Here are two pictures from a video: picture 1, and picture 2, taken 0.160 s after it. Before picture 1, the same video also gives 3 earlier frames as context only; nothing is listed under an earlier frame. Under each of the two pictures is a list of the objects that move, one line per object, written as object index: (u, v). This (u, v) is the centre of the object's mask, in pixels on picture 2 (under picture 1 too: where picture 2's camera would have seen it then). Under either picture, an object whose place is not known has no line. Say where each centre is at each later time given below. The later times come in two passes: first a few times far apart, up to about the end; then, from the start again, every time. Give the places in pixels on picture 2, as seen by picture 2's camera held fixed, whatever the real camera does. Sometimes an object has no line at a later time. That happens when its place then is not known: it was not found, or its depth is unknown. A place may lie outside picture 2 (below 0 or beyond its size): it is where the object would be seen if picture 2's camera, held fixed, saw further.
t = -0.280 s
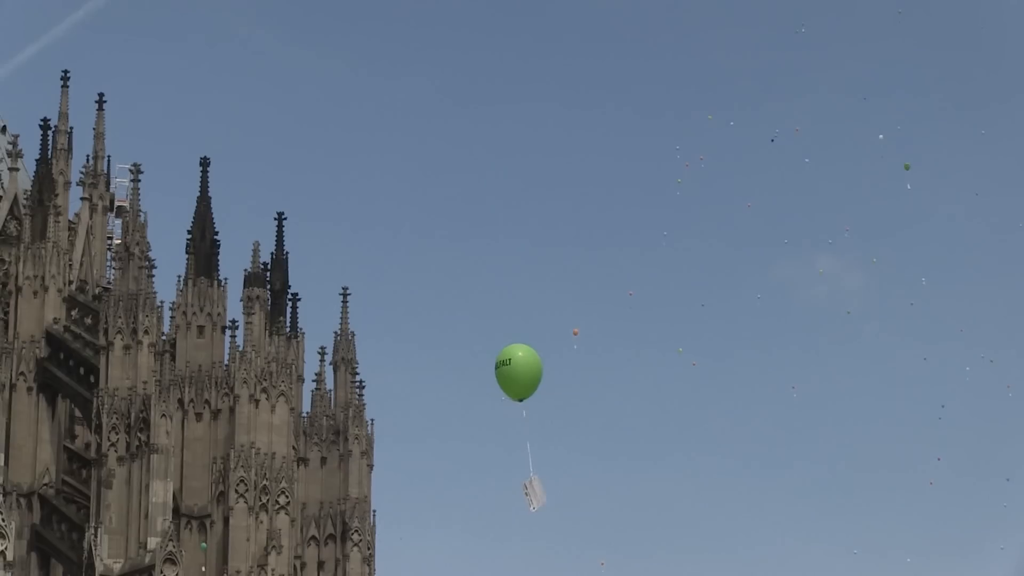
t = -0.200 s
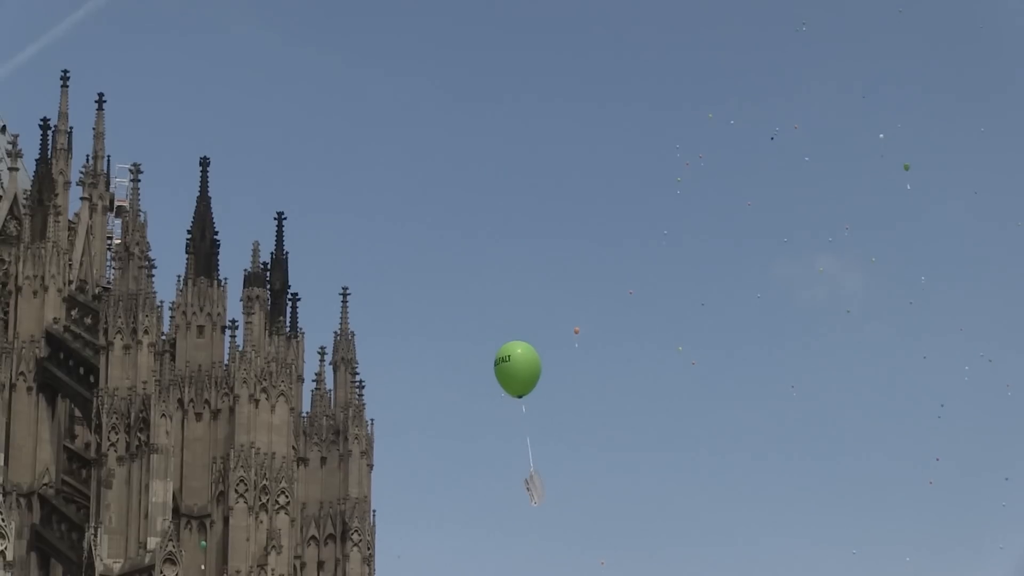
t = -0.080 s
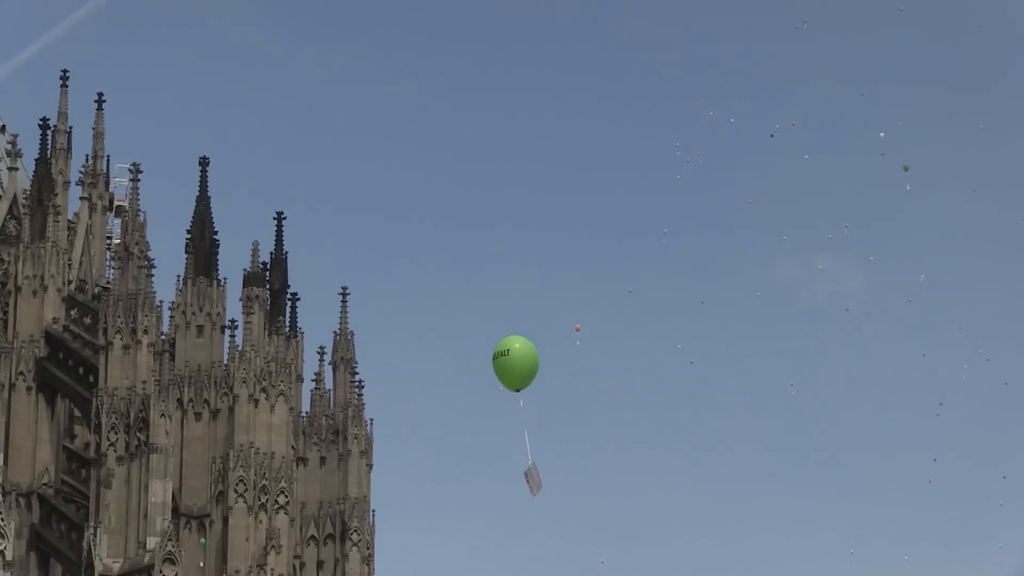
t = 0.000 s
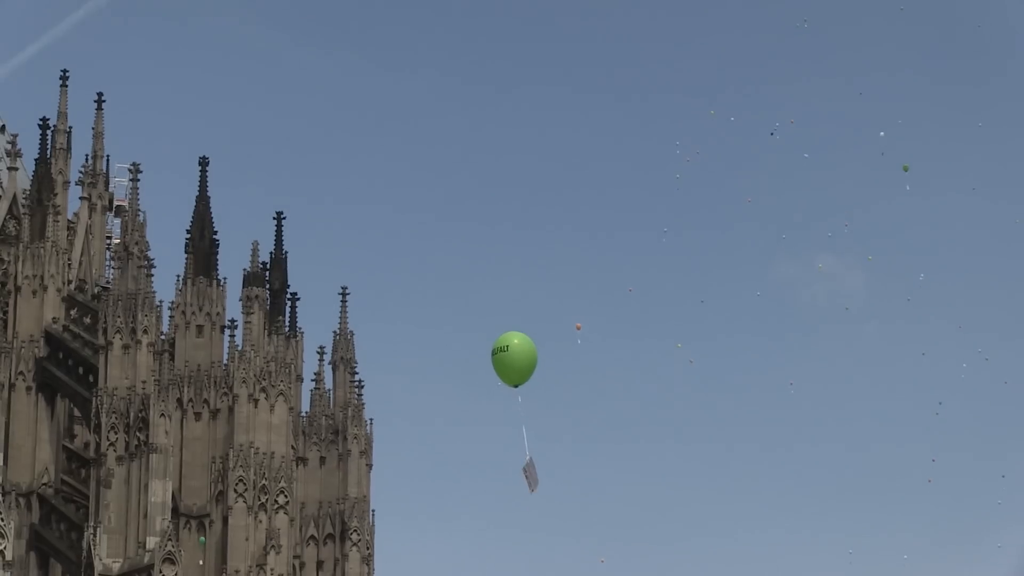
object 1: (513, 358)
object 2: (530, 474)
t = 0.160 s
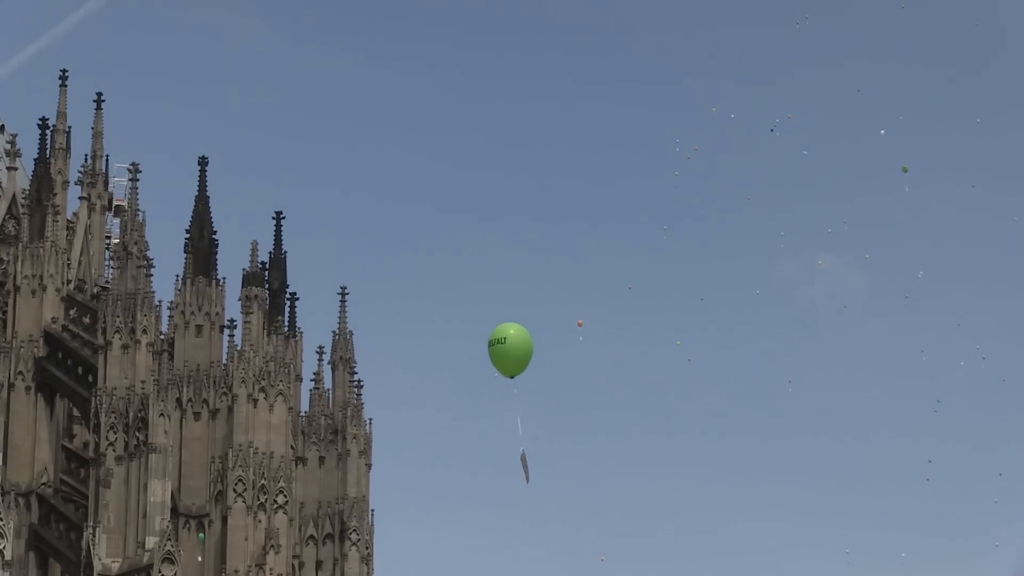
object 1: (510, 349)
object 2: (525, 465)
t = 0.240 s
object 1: (508, 344)
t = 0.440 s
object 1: (503, 333)
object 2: (517, 447)
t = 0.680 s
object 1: (497, 320)
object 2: (505, 431)
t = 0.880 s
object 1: (491, 310)
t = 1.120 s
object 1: (481, 297)
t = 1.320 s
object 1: (473, 286)
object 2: (469, 391)
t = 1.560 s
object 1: (461, 273)
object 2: (460, 379)
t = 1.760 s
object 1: (450, 264)
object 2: (456, 368)
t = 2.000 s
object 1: (438, 253)
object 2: (449, 355)
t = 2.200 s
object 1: (428, 245)
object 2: (435, 341)
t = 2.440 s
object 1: (416, 234)
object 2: (416, 330)
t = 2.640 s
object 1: (403, 224)
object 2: (400, 320)
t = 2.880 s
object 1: (386, 213)
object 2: (383, 310)
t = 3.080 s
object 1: (369, 204)
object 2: (369, 301)
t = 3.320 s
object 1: (350, 195)
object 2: (351, 291)
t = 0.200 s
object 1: (509, 347)
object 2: (523, 462)
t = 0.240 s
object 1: (508, 344)
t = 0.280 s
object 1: (507, 342)
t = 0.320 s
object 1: (506, 340)
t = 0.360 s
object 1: (505, 337)
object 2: (520, 452)
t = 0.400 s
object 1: (504, 335)
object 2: (518, 450)
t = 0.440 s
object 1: (503, 333)
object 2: (517, 447)
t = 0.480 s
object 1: (502, 331)
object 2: (515, 445)
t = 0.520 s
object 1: (501, 329)
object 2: (514, 443)
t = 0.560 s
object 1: (500, 326)
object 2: (512, 440)
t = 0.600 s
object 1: (499, 324)
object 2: (510, 437)
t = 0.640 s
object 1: (498, 322)
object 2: (507, 434)
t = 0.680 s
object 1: (497, 320)
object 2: (505, 431)
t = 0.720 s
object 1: (496, 318)
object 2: (503, 428)
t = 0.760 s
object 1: (494, 316)
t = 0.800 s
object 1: (493, 314)
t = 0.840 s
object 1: (492, 312)
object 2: (495, 419)
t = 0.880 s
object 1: (491, 310)
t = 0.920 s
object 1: (489, 308)
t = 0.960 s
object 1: (488, 306)
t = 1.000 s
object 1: (486, 304)
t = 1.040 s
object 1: (485, 302)
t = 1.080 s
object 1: (483, 300)
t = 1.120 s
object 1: (481, 297)
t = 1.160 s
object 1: (480, 295)
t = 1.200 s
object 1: (478, 293)
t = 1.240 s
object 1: (476, 291)
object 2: (472, 396)
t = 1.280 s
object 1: (475, 288)
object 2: (470, 393)
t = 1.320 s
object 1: (473, 286)
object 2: (469, 391)
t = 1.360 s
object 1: (471, 284)
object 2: (467, 390)
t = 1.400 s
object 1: (469, 281)
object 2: (465, 388)
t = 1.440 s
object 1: (467, 279)
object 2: (463, 387)
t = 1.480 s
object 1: (465, 277)
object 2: (462, 384)
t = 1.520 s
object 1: (464, 275)
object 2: (461, 381)
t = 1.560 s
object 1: (461, 273)
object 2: (460, 379)
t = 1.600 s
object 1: (459, 271)
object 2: (459, 377)
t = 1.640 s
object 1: (457, 269)
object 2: (458, 375)
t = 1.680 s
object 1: (455, 267)
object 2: (458, 373)
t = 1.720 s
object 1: (453, 265)
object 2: (457, 370)
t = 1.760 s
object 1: (450, 264)
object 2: (456, 368)
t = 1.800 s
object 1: (448, 262)
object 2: (456, 366)
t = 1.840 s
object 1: (446, 260)
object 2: (455, 364)
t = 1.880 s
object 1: (444, 258)
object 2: (454, 361)
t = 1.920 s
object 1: (442, 256)
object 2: (453, 359)
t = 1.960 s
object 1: (440, 255)
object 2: (451, 357)
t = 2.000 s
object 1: (438, 253)
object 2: (449, 355)
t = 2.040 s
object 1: (436, 251)
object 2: (447, 353)
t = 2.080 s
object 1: (434, 250)
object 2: (444, 350)
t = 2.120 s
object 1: (432, 248)
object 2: (441, 348)
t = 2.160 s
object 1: (430, 246)
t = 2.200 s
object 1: (428, 245)
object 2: (435, 341)
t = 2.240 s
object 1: (426, 243)
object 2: (432, 340)
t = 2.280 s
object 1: (424, 241)
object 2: (429, 339)
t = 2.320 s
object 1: (422, 239)
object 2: (426, 336)
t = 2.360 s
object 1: (420, 237)
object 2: (422, 334)
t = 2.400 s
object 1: (418, 235)
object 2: (419, 332)
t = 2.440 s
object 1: (416, 234)
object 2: (416, 330)
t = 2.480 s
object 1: (413, 232)
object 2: (413, 328)
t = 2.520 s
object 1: (411, 230)
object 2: (409, 326)
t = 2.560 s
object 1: (409, 228)
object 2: (406, 324)
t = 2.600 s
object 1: (406, 226)
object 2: (403, 322)
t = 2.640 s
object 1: (403, 224)
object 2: (400, 320)
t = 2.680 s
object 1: (401, 222)
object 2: (397, 319)
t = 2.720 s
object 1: (398, 220)
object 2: (394, 317)
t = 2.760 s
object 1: (395, 219)
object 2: (391, 315)
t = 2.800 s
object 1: (392, 217)
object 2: (389, 314)
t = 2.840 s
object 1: (389, 215)
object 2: (386, 311)
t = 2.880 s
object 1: (386, 213)
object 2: (383, 310)
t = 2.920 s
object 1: (383, 211)
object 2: (380, 308)
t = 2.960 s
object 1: (379, 209)
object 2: (377, 306)
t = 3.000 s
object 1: (376, 208)
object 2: (375, 305)
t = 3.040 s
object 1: (373, 206)
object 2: (372, 303)
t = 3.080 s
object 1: (369, 204)
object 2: (369, 301)
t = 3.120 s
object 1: (366, 203)
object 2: (366, 300)
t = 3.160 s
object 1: (363, 201)
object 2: (363, 298)
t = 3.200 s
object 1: (359, 200)
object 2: (360, 296)
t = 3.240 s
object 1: (356, 198)
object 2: (357, 295)
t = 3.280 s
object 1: (353, 197)
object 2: (354, 293)
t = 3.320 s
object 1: (350, 195)
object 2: (351, 291)
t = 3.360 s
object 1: (346, 194)
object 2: (348, 289)
